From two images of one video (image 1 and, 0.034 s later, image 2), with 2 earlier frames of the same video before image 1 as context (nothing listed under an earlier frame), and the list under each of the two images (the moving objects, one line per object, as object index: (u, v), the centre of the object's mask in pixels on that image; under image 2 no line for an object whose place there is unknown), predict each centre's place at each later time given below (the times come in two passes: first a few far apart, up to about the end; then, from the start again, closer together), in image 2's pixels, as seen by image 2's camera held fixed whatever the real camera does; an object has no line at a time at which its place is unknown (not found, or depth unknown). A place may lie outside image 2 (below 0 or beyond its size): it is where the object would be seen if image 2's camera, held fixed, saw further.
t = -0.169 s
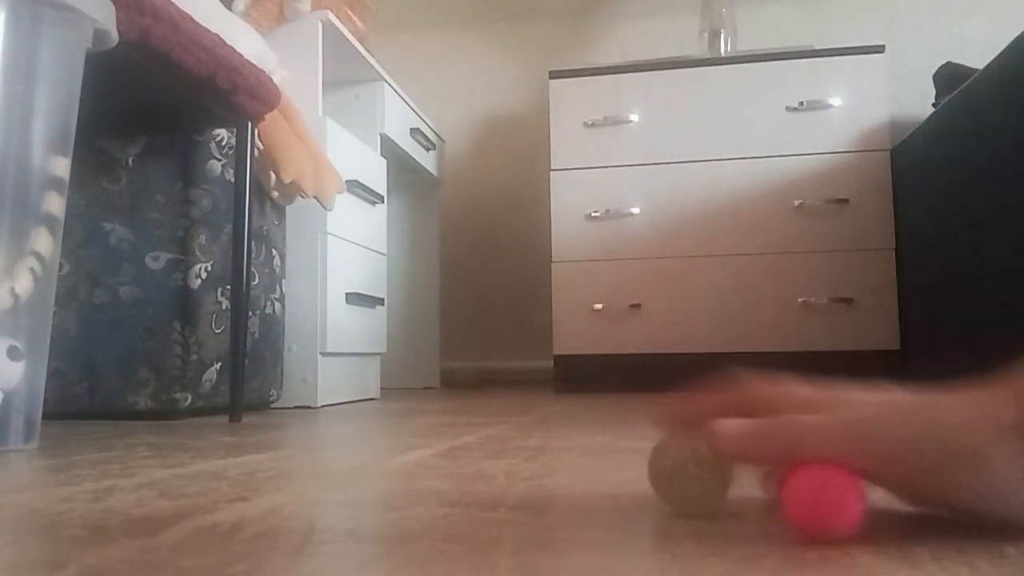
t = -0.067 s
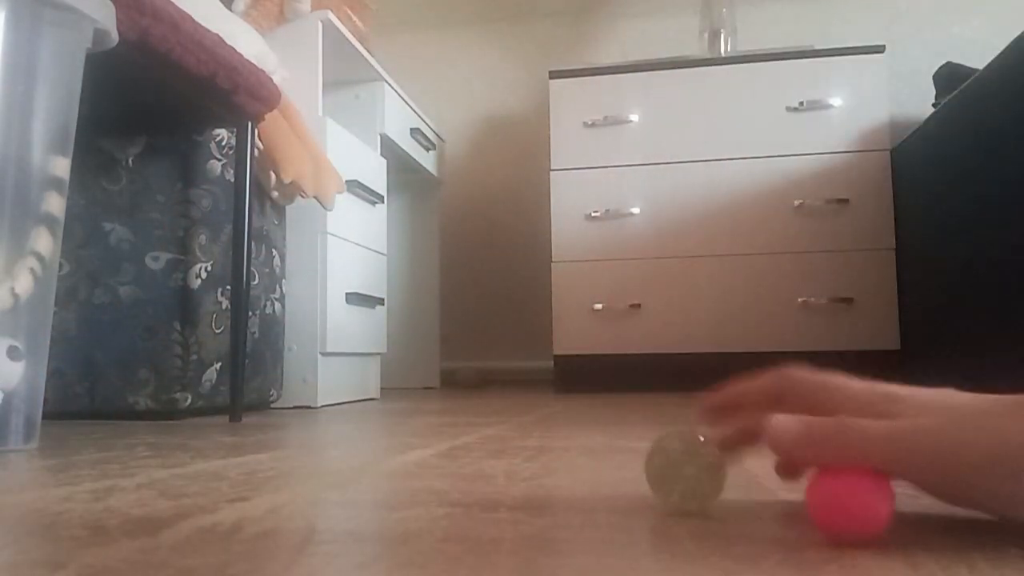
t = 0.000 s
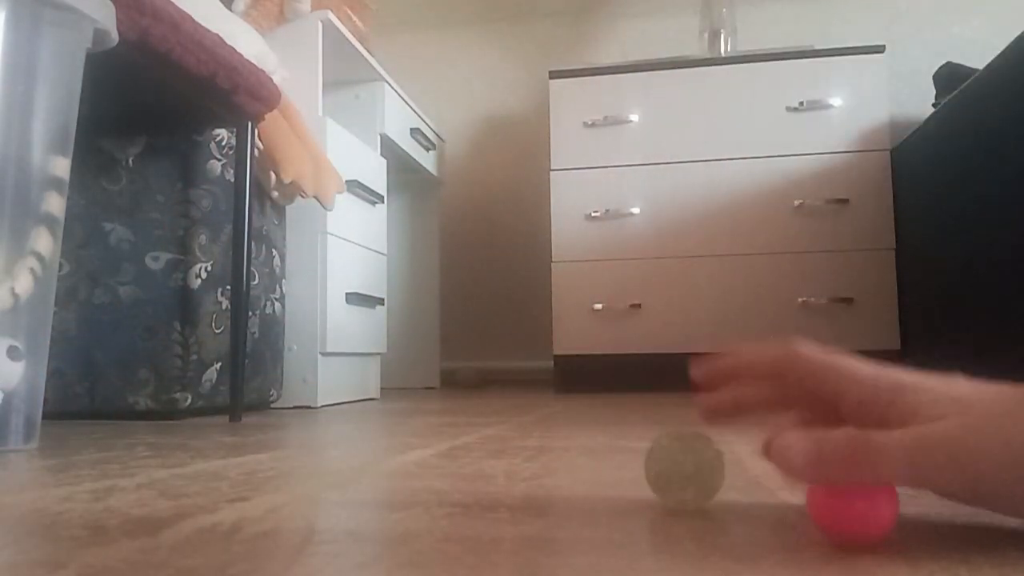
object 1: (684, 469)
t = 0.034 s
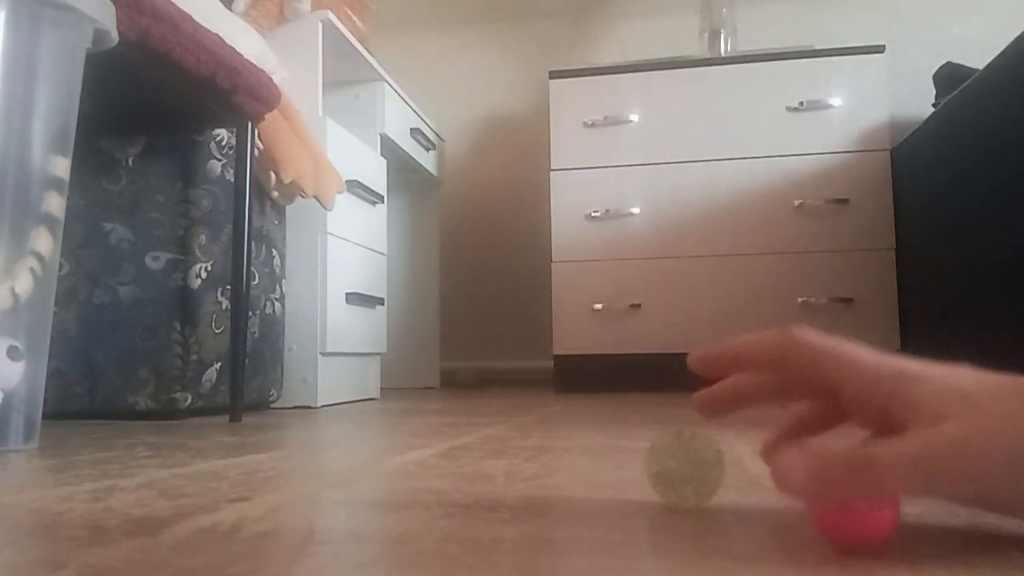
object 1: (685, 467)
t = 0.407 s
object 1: (671, 463)
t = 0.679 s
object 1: (665, 460)
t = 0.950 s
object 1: (648, 456)
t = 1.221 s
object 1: (626, 455)
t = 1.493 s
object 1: (608, 457)
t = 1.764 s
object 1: (606, 457)
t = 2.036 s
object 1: (610, 455)
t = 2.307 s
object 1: (617, 454)
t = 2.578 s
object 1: (623, 454)
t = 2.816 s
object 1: (621, 453)
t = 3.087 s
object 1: (622, 454)
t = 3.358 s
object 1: (620, 454)
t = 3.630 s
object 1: (621, 454)
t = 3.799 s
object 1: (620, 454)
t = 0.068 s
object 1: (687, 466)
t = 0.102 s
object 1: (686, 466)
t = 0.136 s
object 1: (685, 465)
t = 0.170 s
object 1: (685, 465)
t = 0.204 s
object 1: (683, 464)
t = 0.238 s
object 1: (681, 464)
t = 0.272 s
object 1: (679, 465)
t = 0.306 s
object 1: (675, 464)
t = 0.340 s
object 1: (673, 464)
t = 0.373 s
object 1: (672, 464)
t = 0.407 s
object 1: (671, 463)
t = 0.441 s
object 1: (670, 462)
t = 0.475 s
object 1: (667, 462)
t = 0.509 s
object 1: (666, 461)
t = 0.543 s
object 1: (666, 461)
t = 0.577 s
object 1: (666, 460)
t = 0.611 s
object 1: (666, 460)
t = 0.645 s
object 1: (665, 460)
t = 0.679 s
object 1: (665, 460)
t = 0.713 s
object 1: (665, 460)
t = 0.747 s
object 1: (665, 460)
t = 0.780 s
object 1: (663, 459)
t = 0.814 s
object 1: (662, 458)
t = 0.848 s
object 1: (658, 457)
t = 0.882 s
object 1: (654, 457)
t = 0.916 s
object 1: (650, 457)
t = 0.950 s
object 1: (648, 456)
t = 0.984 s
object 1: (644, 455)
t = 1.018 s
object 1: (641, 455)
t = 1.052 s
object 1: (637, 454)
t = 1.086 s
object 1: (635, 454)
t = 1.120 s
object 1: (634, 454)
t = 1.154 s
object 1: (630, 454)
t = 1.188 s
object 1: (628, 455)
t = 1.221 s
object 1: (626, 455)
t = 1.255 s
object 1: (623, 455)
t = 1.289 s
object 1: (621, 455)
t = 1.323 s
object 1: (619, 455)
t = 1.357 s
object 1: (616, 456)
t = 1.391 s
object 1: (615, 456)
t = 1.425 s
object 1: (613, 456)
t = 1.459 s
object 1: (610, 456)
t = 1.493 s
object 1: (608, 457)
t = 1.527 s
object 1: (606, 457)
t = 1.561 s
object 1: (604, 456)
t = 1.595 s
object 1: (604, 456)
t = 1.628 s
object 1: (604, 456)
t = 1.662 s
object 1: (604, 457)
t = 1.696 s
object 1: (605, 457)
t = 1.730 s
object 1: (606, 457)
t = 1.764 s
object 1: (606, 457)
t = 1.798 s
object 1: (607, 457)
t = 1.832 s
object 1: (608, 456)
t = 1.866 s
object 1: (608, 456)
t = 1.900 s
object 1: (608, 456)
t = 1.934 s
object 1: (608, 456)
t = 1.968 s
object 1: (610, 456)
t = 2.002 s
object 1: (610, 455)
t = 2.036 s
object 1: (610, 455)
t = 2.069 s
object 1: (612, 454)
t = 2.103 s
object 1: (613, 454)
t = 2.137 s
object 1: (614, 455)
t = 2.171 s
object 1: (614, 454)
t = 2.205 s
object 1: (615, 454)
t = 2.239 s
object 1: (615, 454)
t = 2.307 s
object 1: (617, 454)
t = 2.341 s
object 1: (615, 454)
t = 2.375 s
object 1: (618, 454)
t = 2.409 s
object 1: (620, 454)
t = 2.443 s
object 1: (621, 454)
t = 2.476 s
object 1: (621, 454)
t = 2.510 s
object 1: (621, 454)
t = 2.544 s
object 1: (622, 454)
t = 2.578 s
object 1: (623, 454)
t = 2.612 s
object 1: (623, 454)
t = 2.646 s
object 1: (624, 453)
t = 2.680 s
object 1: (624, 453)
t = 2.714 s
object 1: (624, 454)
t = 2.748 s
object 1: (623, 454)
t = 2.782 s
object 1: (622, 454)
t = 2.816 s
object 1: (621, 453)
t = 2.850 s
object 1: (621, 453)
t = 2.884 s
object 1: (619, 453)
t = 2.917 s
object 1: (619, 453)
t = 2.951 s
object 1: (618, 453)
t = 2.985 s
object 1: (618, 453)
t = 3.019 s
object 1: (619, 453)
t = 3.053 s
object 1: (620, 454)
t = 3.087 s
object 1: (622, 454)
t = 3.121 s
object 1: (622, 454)
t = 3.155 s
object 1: (623, 454)
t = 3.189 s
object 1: (624, 454)
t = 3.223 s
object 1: (624, 454)
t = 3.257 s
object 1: (623, 454)
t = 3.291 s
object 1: (622, 454)
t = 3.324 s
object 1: (621, 454)
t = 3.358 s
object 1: (620, 454)
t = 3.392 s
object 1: (620, 454)
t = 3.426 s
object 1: (620, 454)
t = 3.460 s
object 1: (620, 454)
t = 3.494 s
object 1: (620, 454)
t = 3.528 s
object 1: (621, 454)
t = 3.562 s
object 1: (621, 454)
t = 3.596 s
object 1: (621, 454)
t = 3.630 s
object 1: (621, 454)
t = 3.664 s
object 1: (621, 454)
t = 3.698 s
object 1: (620, 454)
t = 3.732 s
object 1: (620, 454)
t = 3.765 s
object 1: (620, 454)
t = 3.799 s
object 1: (620, 454)
